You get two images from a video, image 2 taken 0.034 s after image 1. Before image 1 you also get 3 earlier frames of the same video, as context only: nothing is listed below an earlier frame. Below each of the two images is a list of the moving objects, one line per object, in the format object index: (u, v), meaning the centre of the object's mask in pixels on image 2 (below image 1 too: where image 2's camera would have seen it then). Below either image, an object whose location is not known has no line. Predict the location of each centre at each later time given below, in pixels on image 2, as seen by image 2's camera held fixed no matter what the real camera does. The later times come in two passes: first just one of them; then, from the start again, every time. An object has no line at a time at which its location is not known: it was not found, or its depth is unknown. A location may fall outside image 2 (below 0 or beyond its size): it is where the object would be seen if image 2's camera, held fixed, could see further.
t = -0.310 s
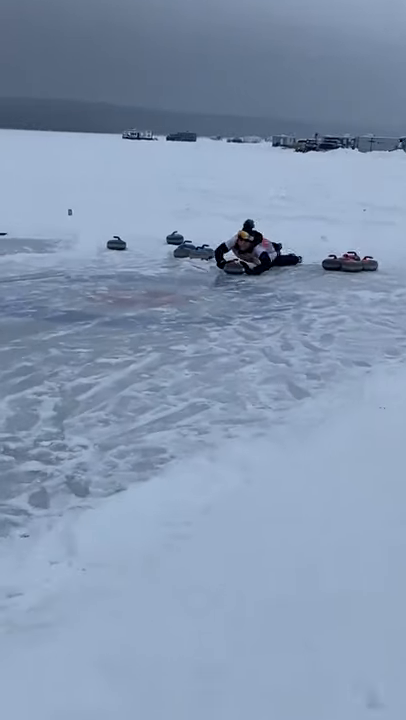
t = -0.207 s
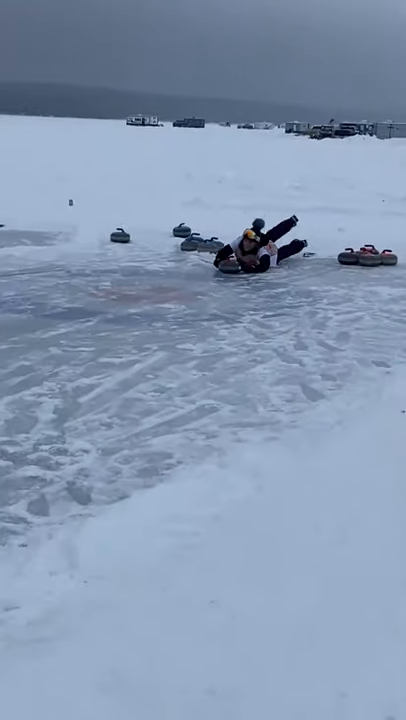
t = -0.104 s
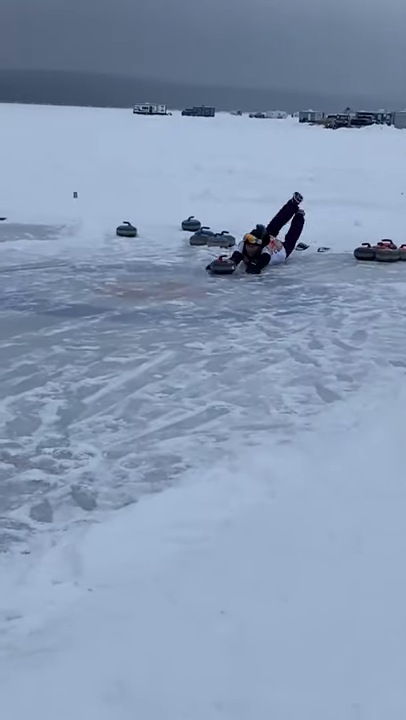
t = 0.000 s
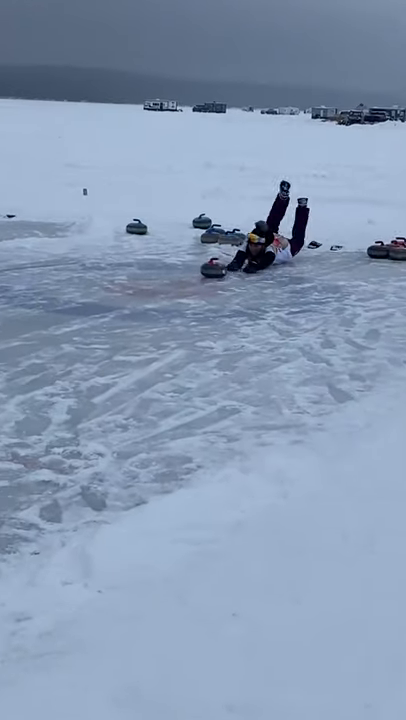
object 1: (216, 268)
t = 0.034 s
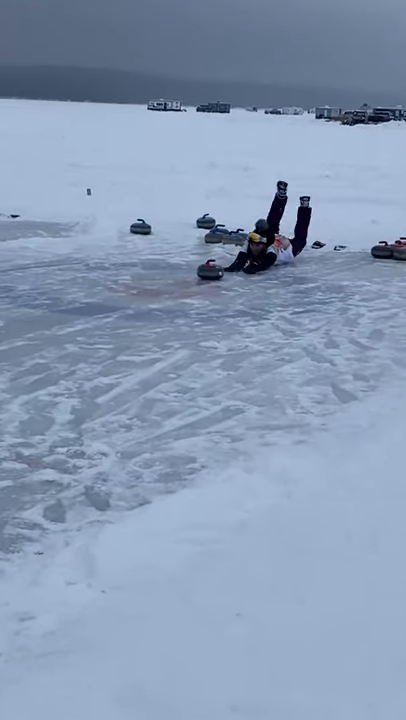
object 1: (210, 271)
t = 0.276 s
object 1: (163, 285)
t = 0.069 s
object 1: (204, 273)
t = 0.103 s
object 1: (198, 275)
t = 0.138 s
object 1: (191, 277)
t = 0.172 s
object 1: (185, 280)
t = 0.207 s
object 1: (178, 282)
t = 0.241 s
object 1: (171, 283)
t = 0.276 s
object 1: (163, 285)
